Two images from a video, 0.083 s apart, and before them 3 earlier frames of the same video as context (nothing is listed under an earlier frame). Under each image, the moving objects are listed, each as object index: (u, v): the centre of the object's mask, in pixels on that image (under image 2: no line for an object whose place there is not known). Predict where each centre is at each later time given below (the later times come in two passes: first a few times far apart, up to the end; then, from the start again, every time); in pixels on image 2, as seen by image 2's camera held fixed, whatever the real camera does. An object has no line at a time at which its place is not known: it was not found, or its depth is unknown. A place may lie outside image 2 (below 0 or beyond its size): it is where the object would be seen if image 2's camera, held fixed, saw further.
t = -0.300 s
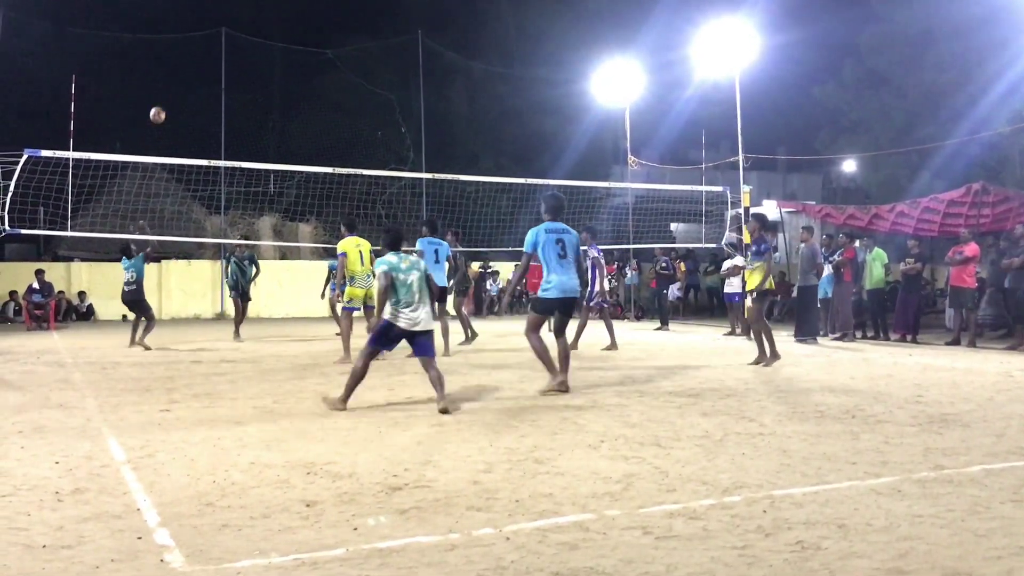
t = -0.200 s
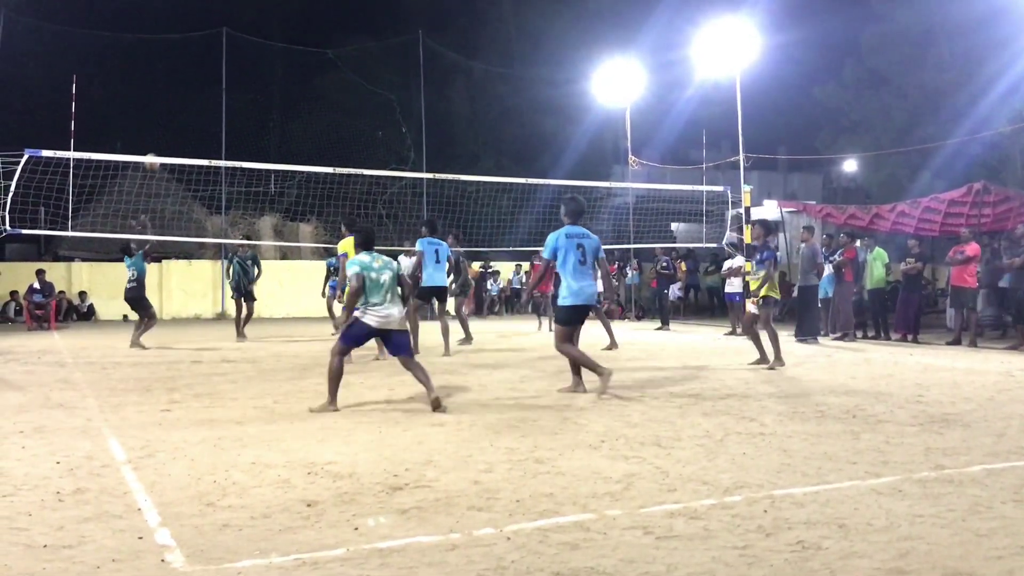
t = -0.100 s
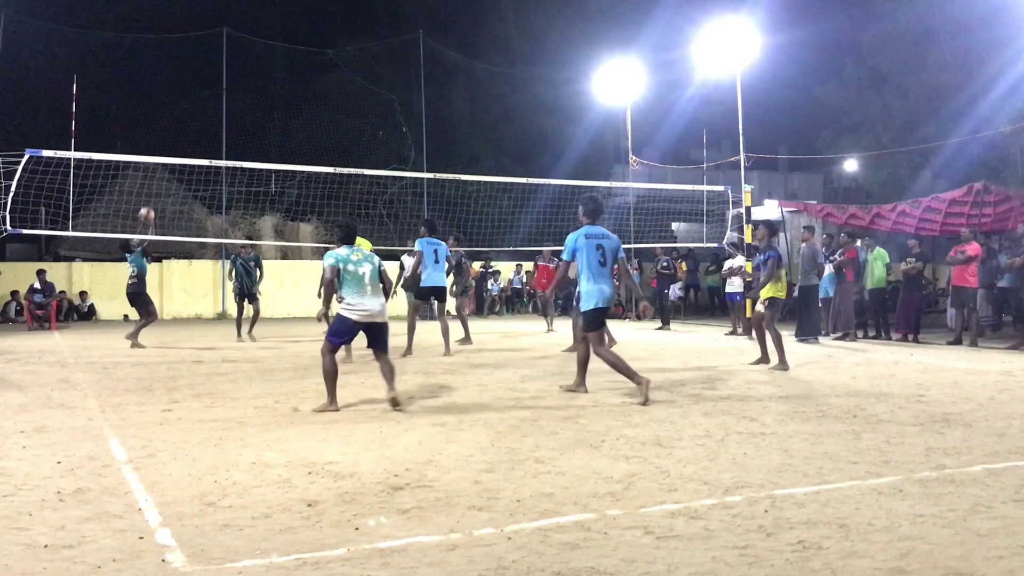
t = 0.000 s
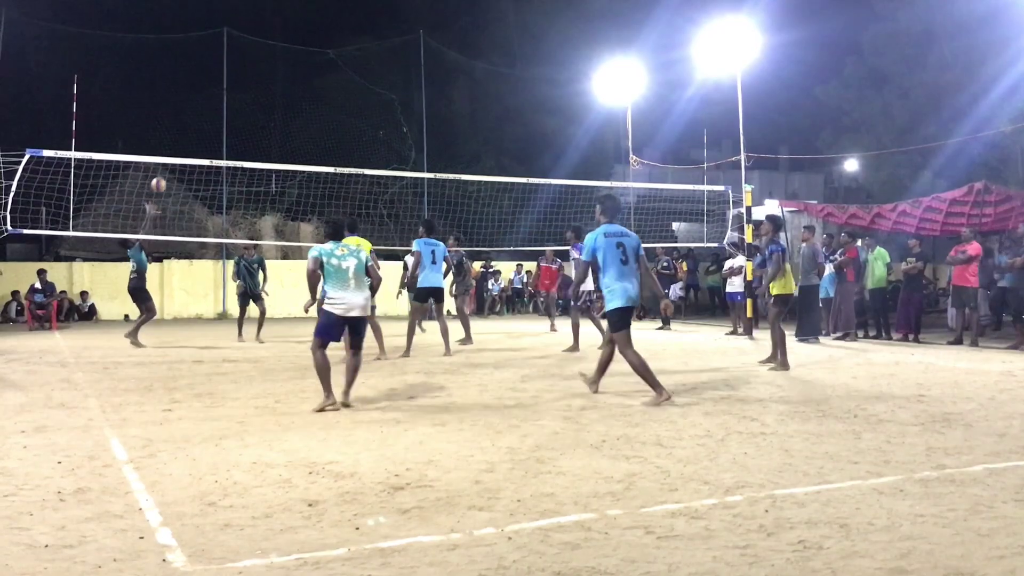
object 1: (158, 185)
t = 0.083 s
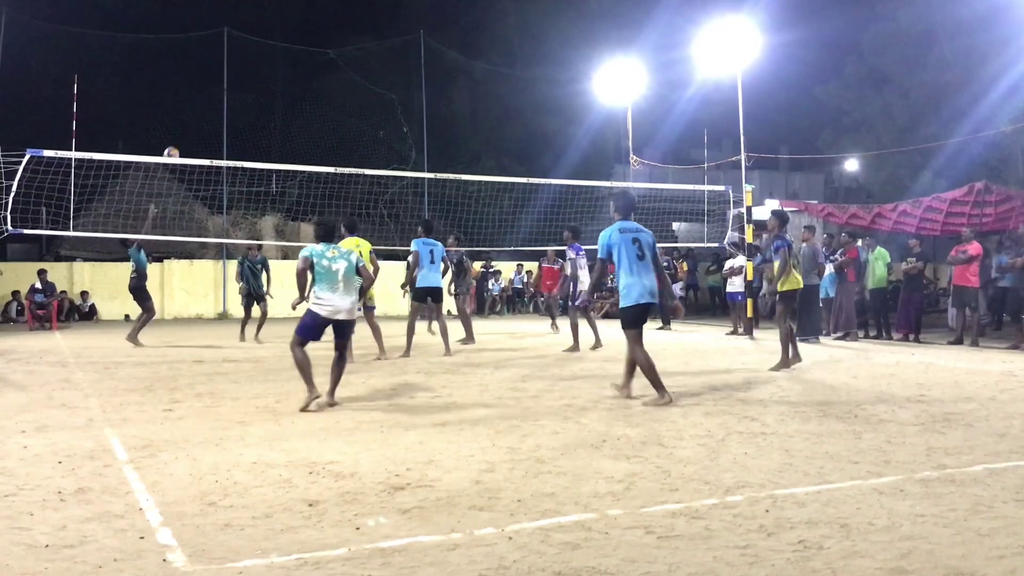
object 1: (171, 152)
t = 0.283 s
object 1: (200, 102)
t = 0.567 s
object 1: (240, 72)
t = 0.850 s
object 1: (279, 97)
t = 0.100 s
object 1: (174, 149)
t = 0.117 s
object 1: (176, 144)
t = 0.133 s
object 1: (179, 139)
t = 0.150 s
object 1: (181, 134)
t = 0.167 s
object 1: (183, 130)
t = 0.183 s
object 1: (186, 125)
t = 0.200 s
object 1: (188, 120)
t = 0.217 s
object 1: (191, 117)
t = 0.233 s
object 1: (193, 113)
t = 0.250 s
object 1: (195, 109)
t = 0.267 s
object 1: (198, 105)
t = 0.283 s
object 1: (200, 102)
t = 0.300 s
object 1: (203, 99)
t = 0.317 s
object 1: (205, 96)
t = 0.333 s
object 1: (207, 93)
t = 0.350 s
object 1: (209, 90)
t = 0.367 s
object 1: (212, 88)
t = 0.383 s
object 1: (214, 86)
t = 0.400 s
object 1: (217, 83)
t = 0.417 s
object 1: (219, 82)
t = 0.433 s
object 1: (221, 80)
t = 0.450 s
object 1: (224, 78)
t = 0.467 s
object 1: (226, 77)
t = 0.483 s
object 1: (228, 76)
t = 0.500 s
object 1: (230, 75)
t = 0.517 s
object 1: (233, 74)
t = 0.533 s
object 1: (235, 73)
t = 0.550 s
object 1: (237, 73)
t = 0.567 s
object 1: (240, 72)
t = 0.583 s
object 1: (242, 72)
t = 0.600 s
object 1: (244, 73)
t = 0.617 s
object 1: (246, 73)
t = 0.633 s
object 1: (249, 73)
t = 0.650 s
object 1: (251, 74)
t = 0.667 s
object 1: (253, 75)
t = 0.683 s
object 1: (256, 76)
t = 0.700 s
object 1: (258, 77)
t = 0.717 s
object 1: (260, 79)
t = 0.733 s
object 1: (262, 80)
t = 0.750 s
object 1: (265, 82)
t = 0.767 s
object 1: (267, 84)
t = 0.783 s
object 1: (269, 87)
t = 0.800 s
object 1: (272, 89)
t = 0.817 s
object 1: (274, 91)
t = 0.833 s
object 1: (276, 94)
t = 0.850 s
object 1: (279, 97)
